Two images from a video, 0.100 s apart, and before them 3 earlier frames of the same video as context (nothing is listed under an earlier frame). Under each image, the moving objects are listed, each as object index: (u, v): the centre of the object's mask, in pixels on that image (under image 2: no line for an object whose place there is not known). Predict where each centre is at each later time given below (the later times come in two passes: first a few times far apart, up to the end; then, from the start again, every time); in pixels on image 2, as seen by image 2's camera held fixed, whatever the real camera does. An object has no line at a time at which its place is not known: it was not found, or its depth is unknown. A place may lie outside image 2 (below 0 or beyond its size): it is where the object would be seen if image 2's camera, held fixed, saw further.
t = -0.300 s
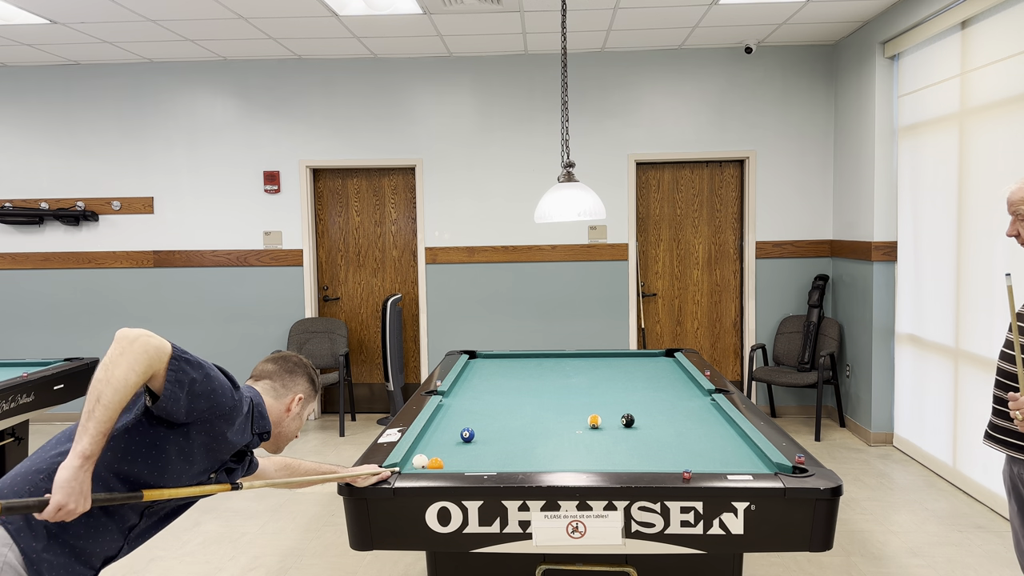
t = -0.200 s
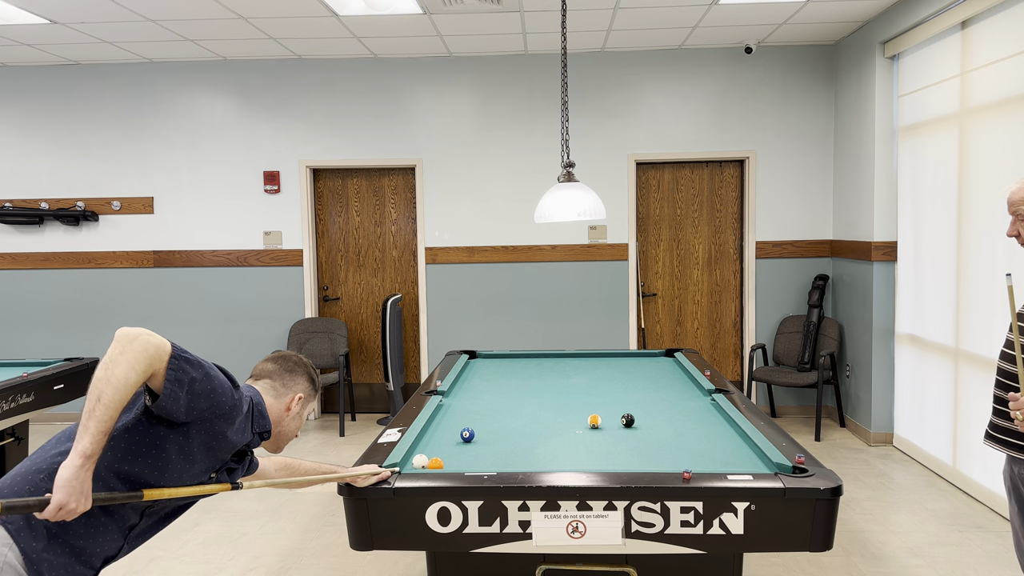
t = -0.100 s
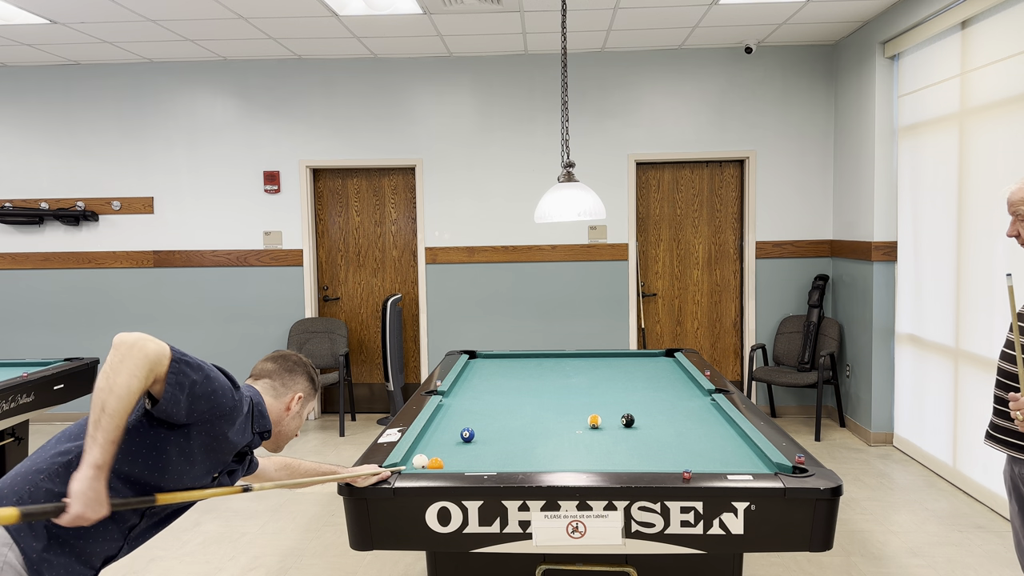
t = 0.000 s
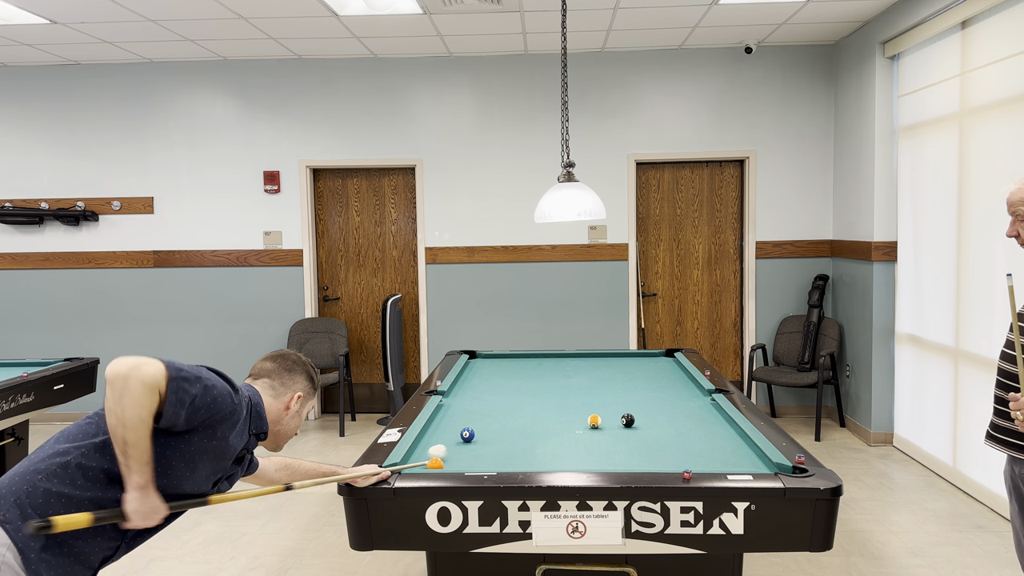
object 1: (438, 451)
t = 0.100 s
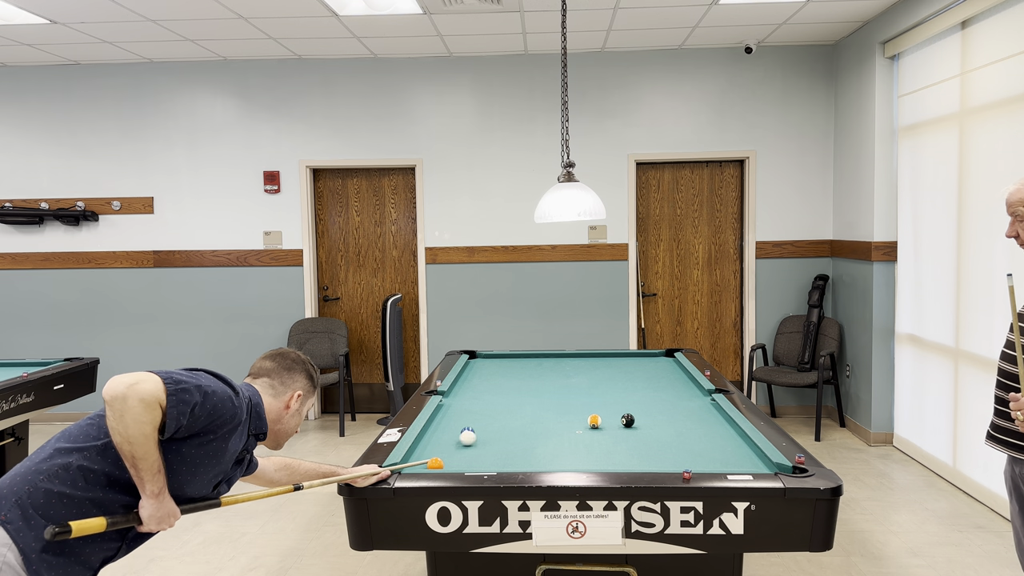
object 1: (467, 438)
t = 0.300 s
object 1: (504, 438)
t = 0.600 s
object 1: (553, 439)
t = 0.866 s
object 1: (596, 440)
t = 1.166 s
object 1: (643, 441)
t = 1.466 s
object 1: (689, 442)
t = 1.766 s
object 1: (733, 443)
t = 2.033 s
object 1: (737, 445)
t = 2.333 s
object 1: (721, 447)
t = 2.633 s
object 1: (707, 450)
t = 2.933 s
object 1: (693, 452)
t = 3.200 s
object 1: (683, 454)
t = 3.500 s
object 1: (672, 456)
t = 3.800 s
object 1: (663, 457)
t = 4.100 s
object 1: (655, 458)
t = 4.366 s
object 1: (649, 459)
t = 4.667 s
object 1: (643, 459)
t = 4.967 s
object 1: (640, 460)
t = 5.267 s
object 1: (639, 460)
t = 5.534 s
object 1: (639, 460)
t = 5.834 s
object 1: (639, 460)
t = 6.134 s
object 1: (639, 460)
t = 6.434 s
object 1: (639, 460)
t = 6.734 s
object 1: (639, 460)
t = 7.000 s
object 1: (639, 460)
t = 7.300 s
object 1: (639, 460)
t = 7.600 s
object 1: (639, 460)
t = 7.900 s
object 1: (639, 460)
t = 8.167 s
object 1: (639, 460)
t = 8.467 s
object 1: (639, 460)
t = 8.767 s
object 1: (639, 460)
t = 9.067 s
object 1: (639, 460)
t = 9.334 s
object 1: (639, 460)
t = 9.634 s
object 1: (639, 460)
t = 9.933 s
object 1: (639, 460)
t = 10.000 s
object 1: (639, 460)
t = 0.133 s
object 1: (475, 438)
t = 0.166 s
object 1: (481, 438)
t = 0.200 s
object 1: (487, 438)
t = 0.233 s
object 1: (493, 438)
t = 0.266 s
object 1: (498, 438)
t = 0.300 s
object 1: (504, 438)
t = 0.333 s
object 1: (510, 438)
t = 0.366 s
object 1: (515, 438)
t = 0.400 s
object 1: (521, 439)
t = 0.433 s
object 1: (526, 439)
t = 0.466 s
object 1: (532, 439)
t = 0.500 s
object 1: (537, 439)
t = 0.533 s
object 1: (543, 439)
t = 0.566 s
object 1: (548, 439)
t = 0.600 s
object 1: (553, 439)
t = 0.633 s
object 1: (559, 439)
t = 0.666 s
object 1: (564, 439)
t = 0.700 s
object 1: (570, 440)
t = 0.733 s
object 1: (575, 439)
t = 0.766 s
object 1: (580, 439)
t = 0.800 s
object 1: (586, 440)
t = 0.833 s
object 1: (591, 440)
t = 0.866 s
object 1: (596, 440)
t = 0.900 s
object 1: (601, 440)
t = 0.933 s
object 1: (607, 440)
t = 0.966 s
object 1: (612, 440)
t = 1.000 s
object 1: (617, 440)
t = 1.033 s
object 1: (623, 440)
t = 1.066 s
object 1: (628, 440)
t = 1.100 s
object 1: (633, 440)
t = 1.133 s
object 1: (638, 440)
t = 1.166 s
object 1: (643, 441)
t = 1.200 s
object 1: (648, 441)
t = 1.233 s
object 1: (654, 441)
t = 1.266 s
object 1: (659, 441)
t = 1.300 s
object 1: (664, 441)
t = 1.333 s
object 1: (669, 441)
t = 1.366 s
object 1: (674, 441)
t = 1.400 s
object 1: (679, 441)
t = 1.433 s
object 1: (684, 441)
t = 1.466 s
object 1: (689, 442)
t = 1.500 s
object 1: (694, 442)
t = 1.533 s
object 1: (699, 442)
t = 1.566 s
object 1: (704, 442)
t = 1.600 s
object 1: (709, 442)
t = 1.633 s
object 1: (714, 442)
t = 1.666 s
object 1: (718, 442)
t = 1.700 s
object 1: (723, 442)
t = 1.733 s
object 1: (728, 442)
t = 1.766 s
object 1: (733, 443)
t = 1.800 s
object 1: (738, 443)
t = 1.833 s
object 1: (743, 443)
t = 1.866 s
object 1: (747, 443)
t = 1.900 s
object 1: (745, 443)
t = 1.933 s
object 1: (743, 444)
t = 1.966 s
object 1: (741, 444)
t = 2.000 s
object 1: (739, 444)
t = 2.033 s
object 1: (737, 445)
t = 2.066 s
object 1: (735, 445)
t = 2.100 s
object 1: (734, 445)
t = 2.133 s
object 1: (732, 446)
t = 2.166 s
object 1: (730, 446)
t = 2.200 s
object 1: (728, 446)
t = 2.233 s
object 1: (727, 446)
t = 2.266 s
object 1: (725, 447)
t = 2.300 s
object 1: (723, 447)
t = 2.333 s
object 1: (721, 447)
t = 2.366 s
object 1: (720, 448)
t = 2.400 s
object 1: (718, 448)
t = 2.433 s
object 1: (716, 448)
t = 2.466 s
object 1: (715, 448)
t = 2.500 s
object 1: (713, 449)
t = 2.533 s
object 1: (712, 449)
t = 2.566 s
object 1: (710, 449)
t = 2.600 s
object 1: (708, 450)
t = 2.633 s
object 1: (707, 450)
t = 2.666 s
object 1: (705, 450)
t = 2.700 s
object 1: (704, 450)
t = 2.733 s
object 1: (702, 451)
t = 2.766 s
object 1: (701, 451)
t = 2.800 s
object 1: (699, 451)
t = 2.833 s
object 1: (698, 451)
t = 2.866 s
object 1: (696, 452)
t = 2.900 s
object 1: (695, 452)
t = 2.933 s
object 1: (693, 452)
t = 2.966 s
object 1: (692, 452)
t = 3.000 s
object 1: (691, 453)
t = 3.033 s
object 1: (689, 453)
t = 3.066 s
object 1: (688, 453)
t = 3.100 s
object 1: (687, 453)
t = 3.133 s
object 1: (685, 453)
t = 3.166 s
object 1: (684, 454)
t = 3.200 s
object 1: (683, 454)
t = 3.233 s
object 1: (681, 454)
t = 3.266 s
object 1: (680, 454)
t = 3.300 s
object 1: (679, 454)
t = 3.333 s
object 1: (677, 455)
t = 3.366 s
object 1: (676, 455)
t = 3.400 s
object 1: (675, 455)
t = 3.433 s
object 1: (674, 455)
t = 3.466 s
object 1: (673, 455)
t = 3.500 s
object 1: (672, 456)
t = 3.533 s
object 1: (671, 456)
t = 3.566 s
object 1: (669, 456)
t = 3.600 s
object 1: (668, 456)
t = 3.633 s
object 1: (667, 456)
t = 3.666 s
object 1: (666, 457)
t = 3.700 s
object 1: (665, 457)
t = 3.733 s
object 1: (664, 457)
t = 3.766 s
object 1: (664, 457)
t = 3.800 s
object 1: (663, 457)
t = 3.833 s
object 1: (661, 458)
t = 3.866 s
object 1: (661, 458)
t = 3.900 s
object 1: (660, 458)
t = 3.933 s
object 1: (659, 458)
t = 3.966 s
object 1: (658, 458)
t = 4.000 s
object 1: (657, 458)
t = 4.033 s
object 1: (656, 458)
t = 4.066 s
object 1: (655, 458)
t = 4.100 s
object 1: (655, 458)
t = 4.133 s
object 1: (654, 459)
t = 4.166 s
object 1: (653, 459)
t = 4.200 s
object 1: (652, 459)
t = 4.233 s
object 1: (651, 459)
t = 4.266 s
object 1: (651, 459)
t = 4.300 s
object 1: (650, 459)
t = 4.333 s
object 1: (649, 459)
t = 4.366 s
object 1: (649, 459)
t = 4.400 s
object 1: (648, 459)
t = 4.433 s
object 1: (647, 459)
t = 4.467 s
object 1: (647, 460)
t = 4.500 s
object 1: (646, 460)
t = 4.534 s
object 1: (645, 460)
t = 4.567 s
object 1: (645, 460)
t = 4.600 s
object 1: (644, 459)
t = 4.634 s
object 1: (644, 460)
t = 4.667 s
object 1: (643, 459)
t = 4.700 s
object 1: (643, 459)
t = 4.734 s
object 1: (642, 460)
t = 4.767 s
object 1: (642, 460)
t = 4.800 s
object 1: (642, 460)
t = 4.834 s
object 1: (641, 460)
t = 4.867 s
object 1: (641, 460)
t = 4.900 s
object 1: (641, 460)
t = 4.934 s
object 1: (640, 460)
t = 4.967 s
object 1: (640, 460)
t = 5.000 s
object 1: (640, 460)
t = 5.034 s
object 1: (640, 460)
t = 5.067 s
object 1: (639, 460)
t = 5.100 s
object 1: (640, 460)
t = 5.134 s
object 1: (639, 460)
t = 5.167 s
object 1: (639, 460)
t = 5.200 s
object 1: (639, 460)
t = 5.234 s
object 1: (639, 460)
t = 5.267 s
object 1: (639, 460)
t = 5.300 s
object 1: (639, 460)
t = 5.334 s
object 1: (639, 460)
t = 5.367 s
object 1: (639, 460)
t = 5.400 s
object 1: (639, 460)
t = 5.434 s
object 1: (639, 460)
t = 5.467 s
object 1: (639, 460)
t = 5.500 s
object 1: (639, 460)
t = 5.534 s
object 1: (639, 460)
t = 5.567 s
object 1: (639, 460)
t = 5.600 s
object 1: (639, 460)
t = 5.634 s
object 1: (639, 460)
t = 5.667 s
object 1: (639, 460)
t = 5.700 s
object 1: (639, 460)
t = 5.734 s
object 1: (639, 460)
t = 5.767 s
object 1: (639, 460)
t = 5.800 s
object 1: (639, 460)
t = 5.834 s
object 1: (639, 460)
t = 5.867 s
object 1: (639, 460)
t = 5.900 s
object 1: (639, 460)
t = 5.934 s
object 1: (639, 460)
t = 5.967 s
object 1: (639, 460)
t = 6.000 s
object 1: (639, 460)
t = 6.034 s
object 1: (639, 460)
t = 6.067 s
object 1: (639, 460)
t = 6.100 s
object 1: (639, 460)
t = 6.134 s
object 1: (639, 460)
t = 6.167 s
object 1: (639, 460)
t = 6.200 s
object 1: (639, 460)
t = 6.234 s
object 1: (639, 460)
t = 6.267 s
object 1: (639, 460)
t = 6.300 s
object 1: (639, 460)
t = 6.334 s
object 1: (639, 460)
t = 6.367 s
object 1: (639, 460)
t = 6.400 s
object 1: (639, 460)
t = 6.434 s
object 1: (639, 460)
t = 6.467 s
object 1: (639, 460)
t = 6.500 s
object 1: (639, 460)
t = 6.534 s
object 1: (639, 460)
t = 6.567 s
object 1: (639, 460)
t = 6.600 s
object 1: (639, 460)
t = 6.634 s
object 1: (639, 460)
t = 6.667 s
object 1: (639, 460)
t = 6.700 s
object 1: (639, 460)
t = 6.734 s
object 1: (639, 460)
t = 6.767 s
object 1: (639, 460)
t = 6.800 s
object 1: (639, 460)
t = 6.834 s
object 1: (639, 460)
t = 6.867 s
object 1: (639, 460)
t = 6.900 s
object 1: (639, 460)
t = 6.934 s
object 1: (639, 460)
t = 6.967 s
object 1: (639, 460)
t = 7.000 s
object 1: (639, 460)
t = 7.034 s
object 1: (639, 460)
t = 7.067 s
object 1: (639, 460)
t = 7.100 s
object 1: (639, 460)
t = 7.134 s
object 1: (639, 460)
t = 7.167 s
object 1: (639, 460)
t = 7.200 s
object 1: (639, 460)
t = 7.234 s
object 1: (639, 460)
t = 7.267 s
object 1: (639, 460)
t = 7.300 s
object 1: (639, 460)
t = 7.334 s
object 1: (639, 460)
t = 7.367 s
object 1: (639, 460)
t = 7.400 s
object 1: (639, 460)
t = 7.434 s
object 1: (639, 460)
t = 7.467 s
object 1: (639, 460)
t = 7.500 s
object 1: (639, 460)
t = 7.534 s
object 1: (639, 460)
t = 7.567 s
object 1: (639, 460)
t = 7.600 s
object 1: (639, 460)
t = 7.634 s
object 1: (639, 460)
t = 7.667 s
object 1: (639, 460)
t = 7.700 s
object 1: (639, 460)
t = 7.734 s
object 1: (639, 460)
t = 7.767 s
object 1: (639, 460)
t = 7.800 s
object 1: (639, 460)
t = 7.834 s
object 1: (639, 460)
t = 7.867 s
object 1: (639, 460)
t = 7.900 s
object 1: (639, 460)
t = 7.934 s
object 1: (639, 460)
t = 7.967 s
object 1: (639, 460)
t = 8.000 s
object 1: (639, 460)
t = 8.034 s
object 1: (639, 460)
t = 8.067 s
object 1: (639, 460)
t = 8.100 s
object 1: (639, 460)
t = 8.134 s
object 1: (639, 460)
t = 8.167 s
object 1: (639, 460)
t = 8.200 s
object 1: (639, 460)
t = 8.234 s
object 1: (639, 460)
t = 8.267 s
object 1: (639, 460)
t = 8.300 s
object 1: (639, 460)
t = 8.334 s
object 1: (639, 460)
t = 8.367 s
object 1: (639, 460)
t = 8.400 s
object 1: (639, 460)
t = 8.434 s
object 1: (639, 460)
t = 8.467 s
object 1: (639, 460)
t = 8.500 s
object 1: (639, 460)
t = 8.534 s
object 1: (639, 460)
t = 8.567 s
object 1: (639, 460)
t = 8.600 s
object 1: (639, 460)
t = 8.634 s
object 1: (639, 460)
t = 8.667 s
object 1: (639, 460)
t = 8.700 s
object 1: (639, 460)
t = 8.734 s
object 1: (639, 460)
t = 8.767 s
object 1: (639, 460)
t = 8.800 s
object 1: (639, 460)
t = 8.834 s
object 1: (639, 460)
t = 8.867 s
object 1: (639, 460)
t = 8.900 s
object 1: (639, 460)
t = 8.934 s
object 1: (639, 460)
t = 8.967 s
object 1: (639, 460)
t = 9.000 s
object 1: (639, 460)
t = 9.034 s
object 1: (639, 460)
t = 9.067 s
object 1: (639, 460)
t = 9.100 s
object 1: (639, 460)
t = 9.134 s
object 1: (639, 460)
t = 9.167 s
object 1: (639, 460)
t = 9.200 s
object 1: (639, 460)
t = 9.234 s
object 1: (639, 460)
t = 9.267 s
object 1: (639, 460)
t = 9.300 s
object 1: (639, 460)
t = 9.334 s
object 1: (639, 460)
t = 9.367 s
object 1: (639, 460)
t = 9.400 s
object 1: (639, 460)
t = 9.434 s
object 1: (639, 460)
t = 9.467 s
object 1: (639, 460)
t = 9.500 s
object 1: (639, 460)
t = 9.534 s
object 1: (639, 460)
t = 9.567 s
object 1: (639, 460)
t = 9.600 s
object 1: (639, 460)
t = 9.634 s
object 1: (639, 460)
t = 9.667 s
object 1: (639, 460)
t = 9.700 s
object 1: (639, 460)
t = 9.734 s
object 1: (639, 460)
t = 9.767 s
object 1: (639, 460)
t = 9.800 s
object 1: (639, 460)
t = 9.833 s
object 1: (639, 460)
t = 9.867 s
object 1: (639, 460)
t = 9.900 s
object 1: (639, 460)
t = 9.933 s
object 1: (639, 460)
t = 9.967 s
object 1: (639, 460)
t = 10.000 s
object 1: (639, 460)
